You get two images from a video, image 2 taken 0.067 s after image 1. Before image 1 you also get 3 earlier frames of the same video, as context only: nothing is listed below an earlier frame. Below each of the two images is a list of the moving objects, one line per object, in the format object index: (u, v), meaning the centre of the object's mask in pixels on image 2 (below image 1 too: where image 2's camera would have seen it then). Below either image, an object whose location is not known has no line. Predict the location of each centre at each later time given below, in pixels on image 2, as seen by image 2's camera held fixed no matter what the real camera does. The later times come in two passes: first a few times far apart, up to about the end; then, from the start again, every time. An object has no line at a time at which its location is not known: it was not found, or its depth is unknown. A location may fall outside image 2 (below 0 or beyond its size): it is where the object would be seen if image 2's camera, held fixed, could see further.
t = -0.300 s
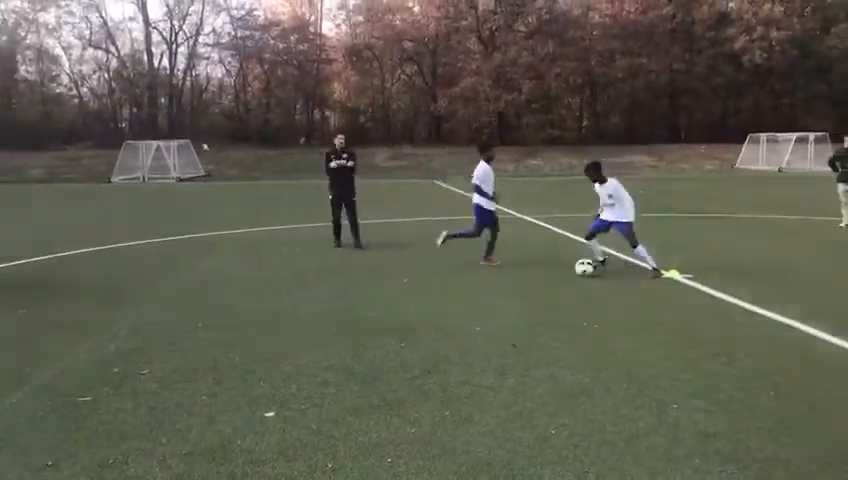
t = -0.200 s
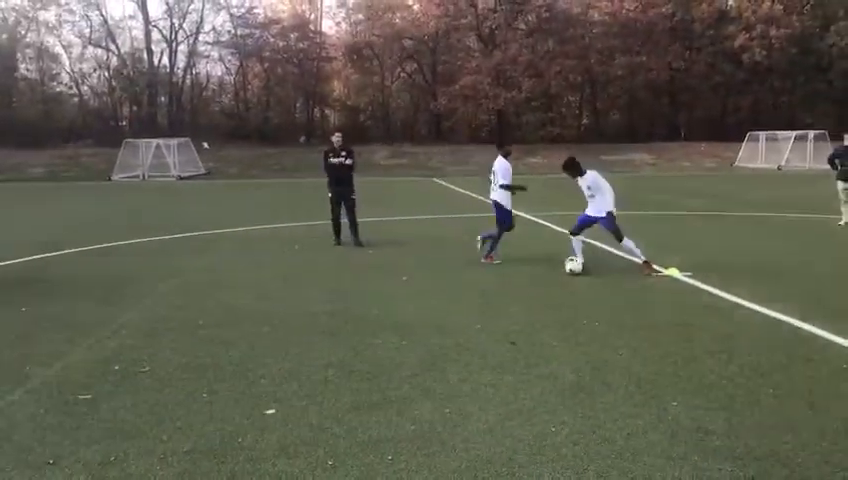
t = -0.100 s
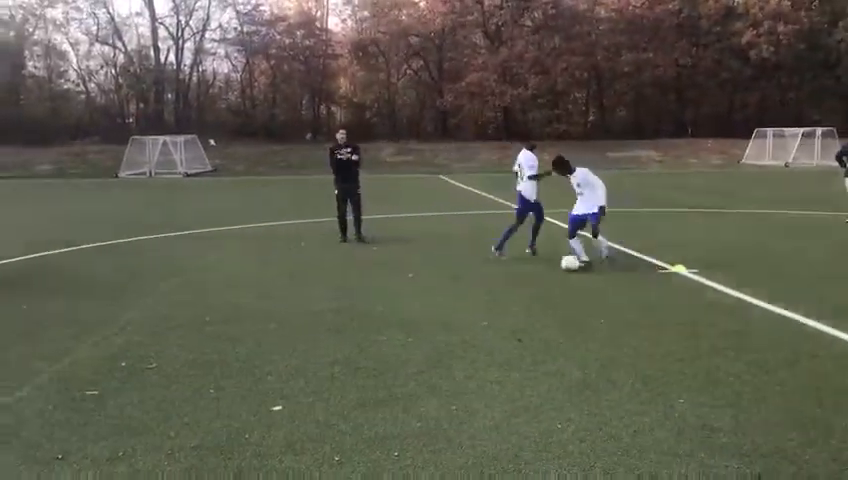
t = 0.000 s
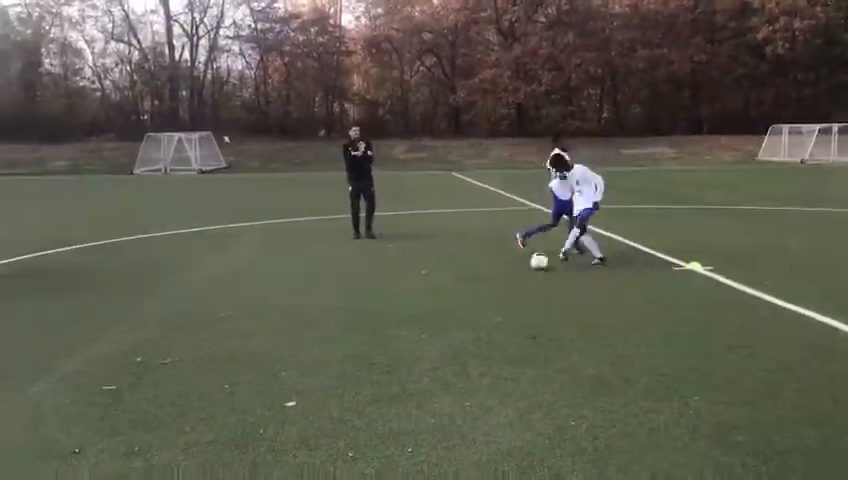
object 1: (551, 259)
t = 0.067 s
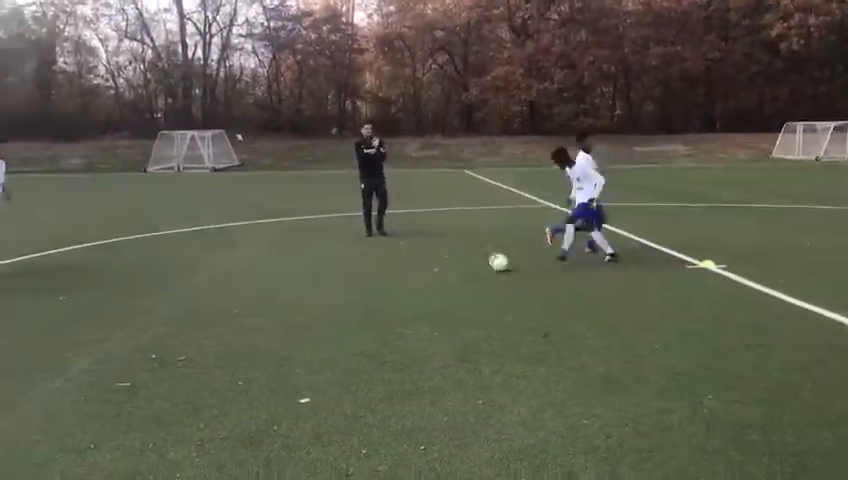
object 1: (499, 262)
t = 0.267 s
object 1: (344, 271)
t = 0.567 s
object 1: (129, 282)
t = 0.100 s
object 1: (473, 263)
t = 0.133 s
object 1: (447, 265)
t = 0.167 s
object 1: (421, 267)
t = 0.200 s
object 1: (395, 268)
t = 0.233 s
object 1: (370, 269)
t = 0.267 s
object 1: (344, 271)
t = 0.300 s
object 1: (319, 272)
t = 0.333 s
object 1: (295, 273)
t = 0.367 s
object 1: (270, 275)
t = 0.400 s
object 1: (245, 276)
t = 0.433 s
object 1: (222, 277)
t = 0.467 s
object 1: (198, 279)
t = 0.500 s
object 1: (175, 280)
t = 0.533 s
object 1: (152, 280)
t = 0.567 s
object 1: (129, 282)
